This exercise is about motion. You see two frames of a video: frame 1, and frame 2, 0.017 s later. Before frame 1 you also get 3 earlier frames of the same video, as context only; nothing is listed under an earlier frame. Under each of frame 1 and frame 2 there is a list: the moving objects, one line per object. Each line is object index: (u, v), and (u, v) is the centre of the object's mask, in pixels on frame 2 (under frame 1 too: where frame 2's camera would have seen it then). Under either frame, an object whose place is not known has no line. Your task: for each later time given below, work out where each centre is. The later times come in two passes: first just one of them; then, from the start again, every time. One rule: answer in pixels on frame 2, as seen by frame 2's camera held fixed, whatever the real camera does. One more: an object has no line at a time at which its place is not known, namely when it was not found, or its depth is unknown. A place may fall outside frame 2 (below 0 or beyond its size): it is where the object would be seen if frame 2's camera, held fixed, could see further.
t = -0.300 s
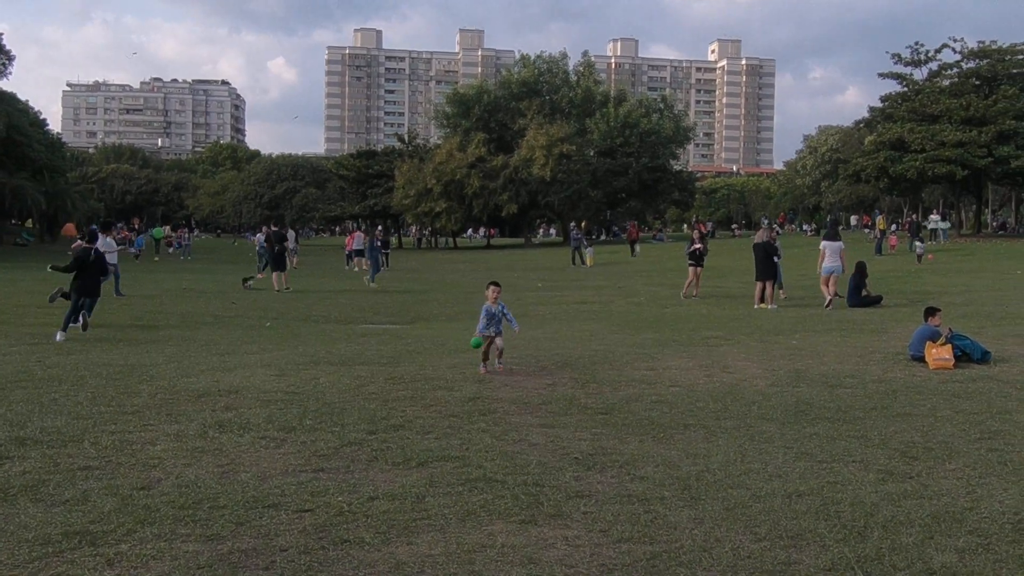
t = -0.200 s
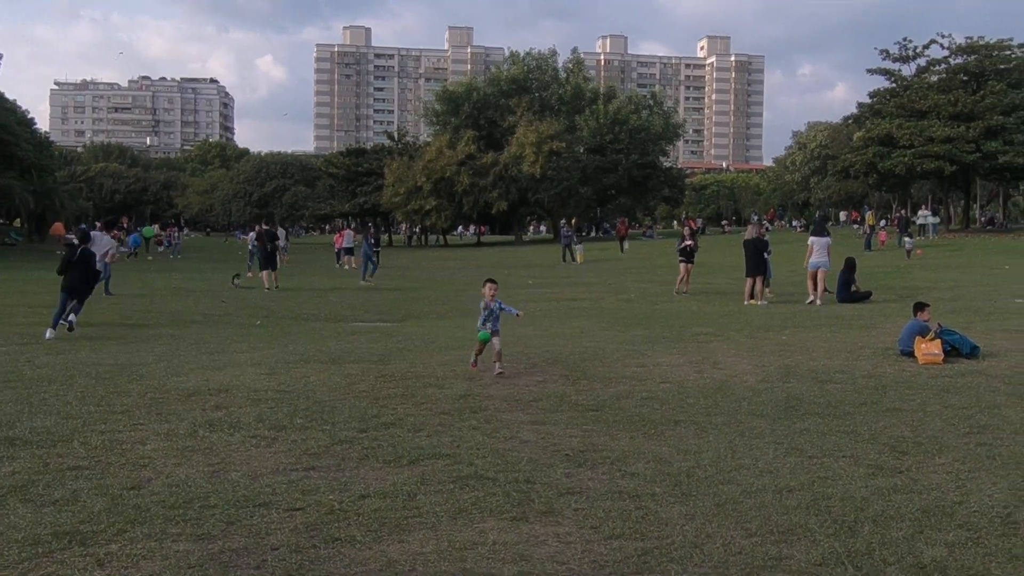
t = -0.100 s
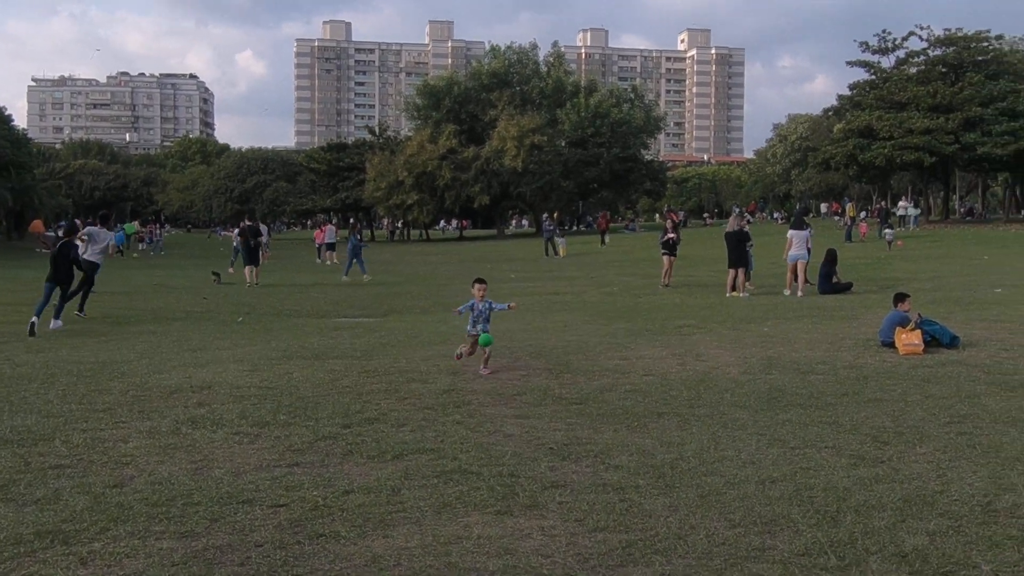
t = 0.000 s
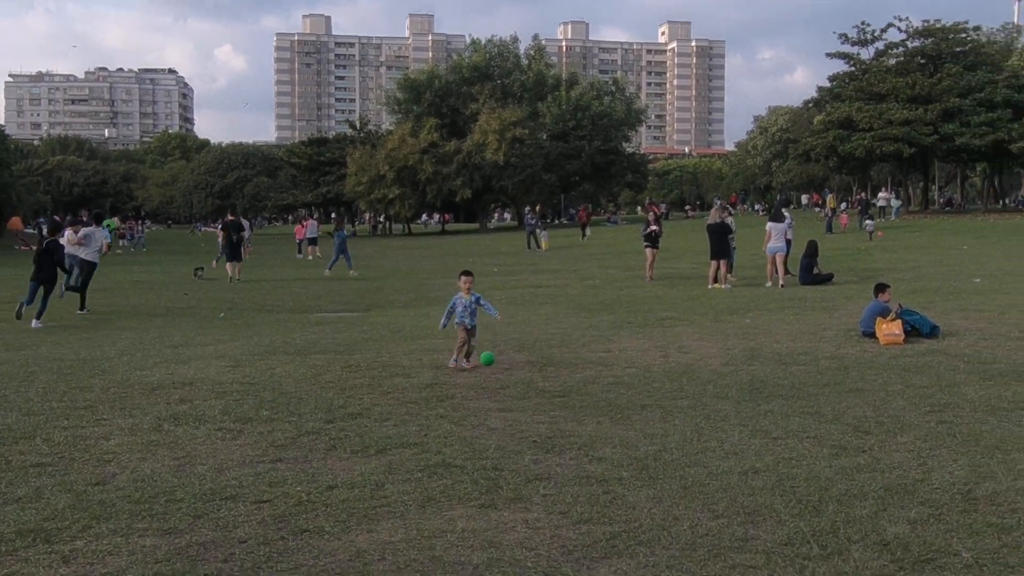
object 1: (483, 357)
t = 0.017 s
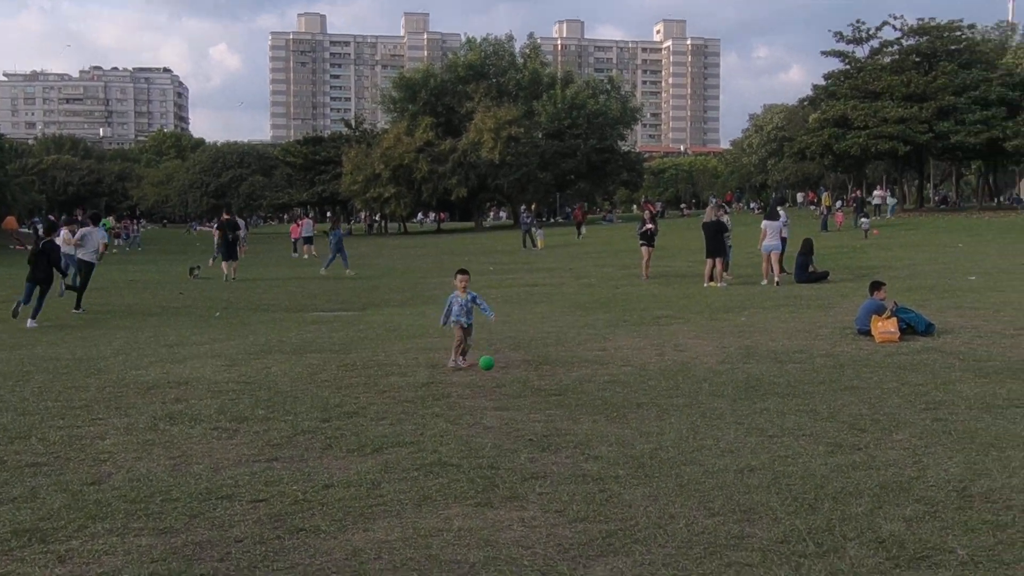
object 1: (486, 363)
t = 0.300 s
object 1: (535, 401)
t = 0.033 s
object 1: (490, 369)
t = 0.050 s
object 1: (493, 376)
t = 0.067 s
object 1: (496, 383)
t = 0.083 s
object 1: (499, 390)
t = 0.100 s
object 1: (503, 398)
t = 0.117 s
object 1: (507, 407)
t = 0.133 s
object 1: (510, 411)
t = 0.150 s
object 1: (513, 410)
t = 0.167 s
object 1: (515, 407)
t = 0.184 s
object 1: (517, 405)
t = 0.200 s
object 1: (520, 403)
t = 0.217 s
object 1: (523, 401)
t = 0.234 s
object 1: (525, 401)
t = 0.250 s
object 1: (528, 401)
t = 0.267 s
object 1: (531, 401)
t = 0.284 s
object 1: (533, 401)
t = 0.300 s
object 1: (535, 401)
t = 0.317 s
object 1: (538, 402)
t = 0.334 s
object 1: (541, 404)
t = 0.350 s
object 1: (544, 407)
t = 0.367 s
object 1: (546, 409)
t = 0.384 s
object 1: (548, 413)
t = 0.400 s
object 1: (551, 415)
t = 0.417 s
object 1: (555, 419)
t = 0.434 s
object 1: (557, 424)
